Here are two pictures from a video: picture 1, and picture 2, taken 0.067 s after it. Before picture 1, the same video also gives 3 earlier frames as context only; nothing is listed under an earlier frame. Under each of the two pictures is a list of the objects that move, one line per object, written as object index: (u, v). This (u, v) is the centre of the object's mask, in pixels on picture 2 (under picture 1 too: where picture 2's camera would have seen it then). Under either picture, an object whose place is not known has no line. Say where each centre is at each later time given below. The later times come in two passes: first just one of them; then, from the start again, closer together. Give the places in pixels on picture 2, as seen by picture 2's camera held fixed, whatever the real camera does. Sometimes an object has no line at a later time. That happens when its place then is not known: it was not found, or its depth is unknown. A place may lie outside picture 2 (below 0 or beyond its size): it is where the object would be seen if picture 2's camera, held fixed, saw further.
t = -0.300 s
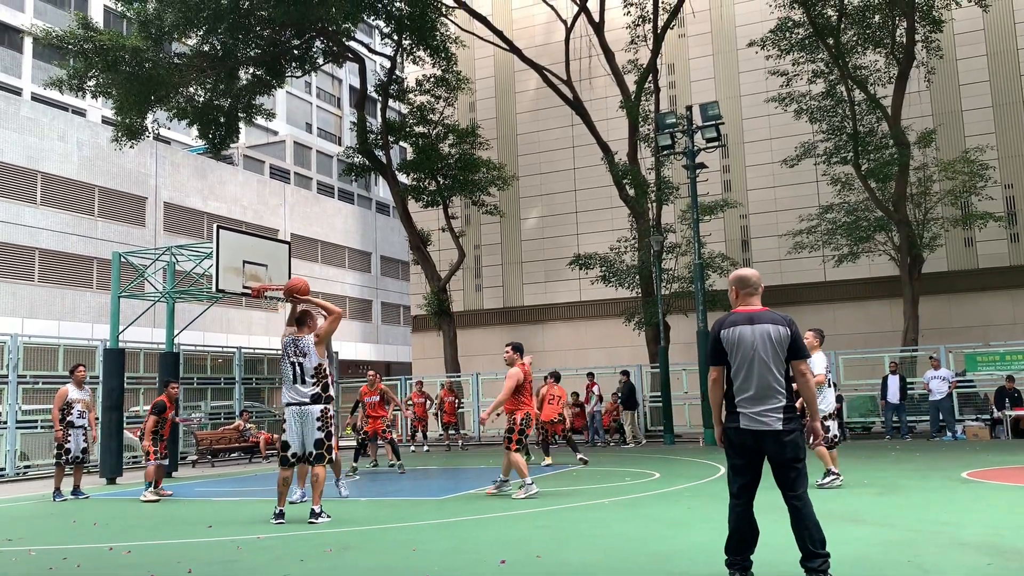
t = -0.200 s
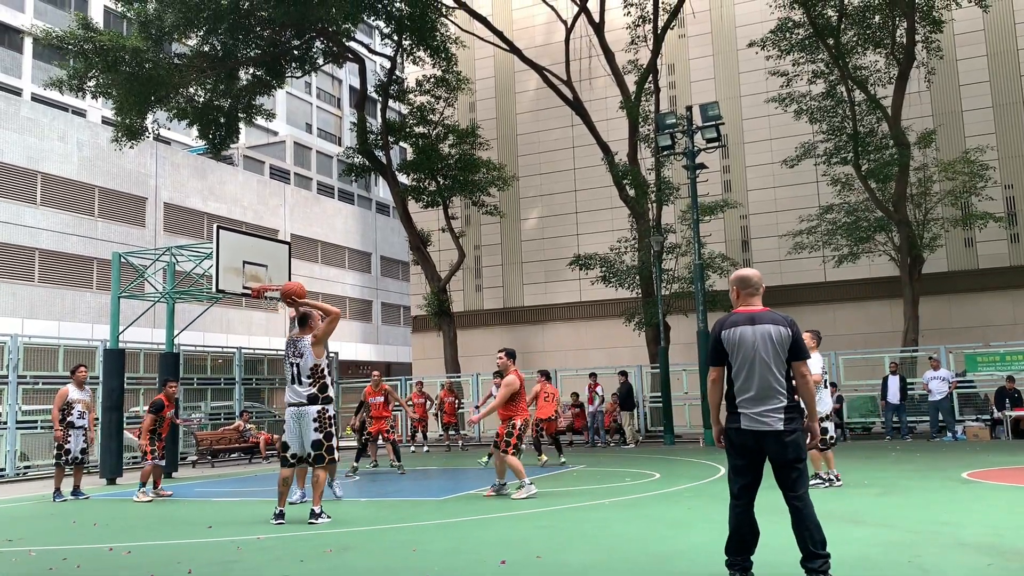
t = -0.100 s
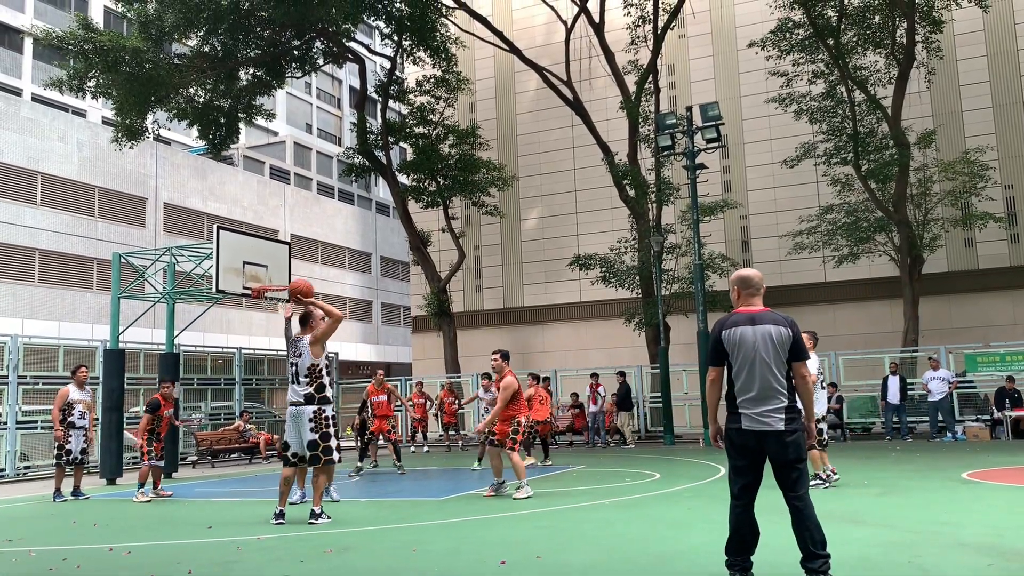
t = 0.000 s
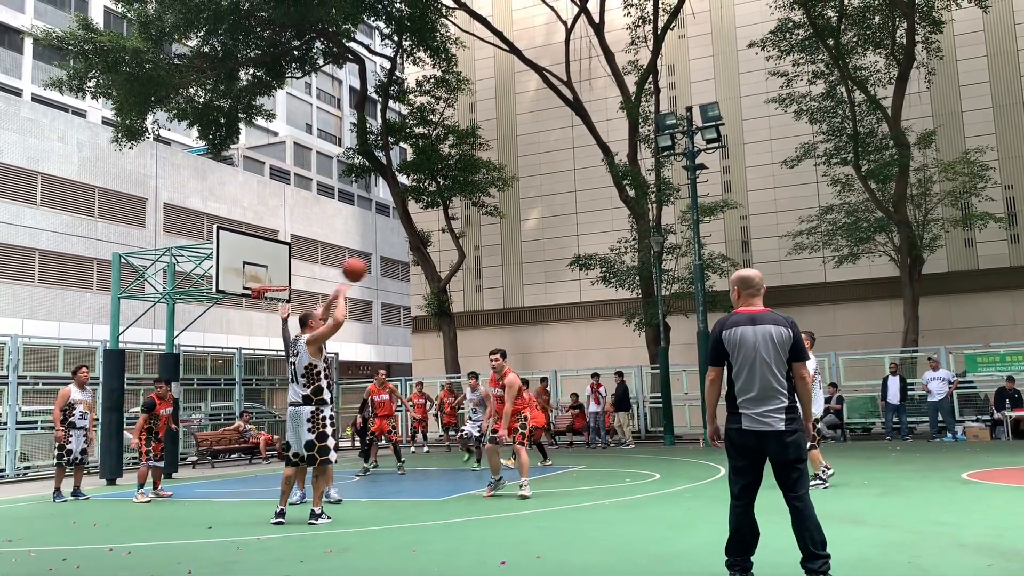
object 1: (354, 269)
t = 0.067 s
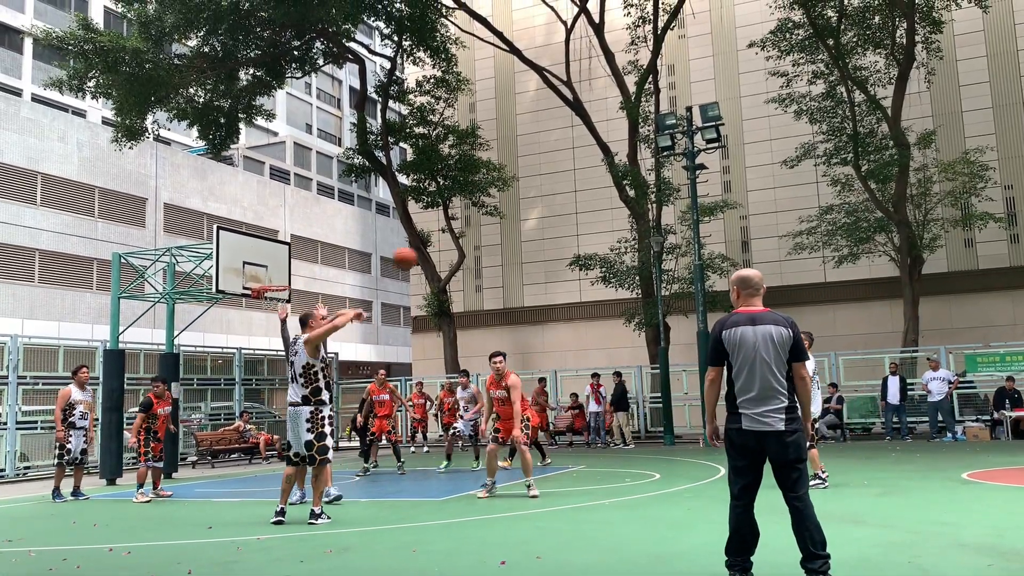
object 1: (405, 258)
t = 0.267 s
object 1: (542, 252)
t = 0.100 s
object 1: (428, 254)
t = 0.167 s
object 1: (475, 251)
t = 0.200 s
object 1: (498, 250)
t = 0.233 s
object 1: (521, 251)
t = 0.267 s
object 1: (542, 252)
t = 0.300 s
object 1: (564, 255)
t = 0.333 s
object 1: (585, 259)
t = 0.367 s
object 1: (606, 262)
